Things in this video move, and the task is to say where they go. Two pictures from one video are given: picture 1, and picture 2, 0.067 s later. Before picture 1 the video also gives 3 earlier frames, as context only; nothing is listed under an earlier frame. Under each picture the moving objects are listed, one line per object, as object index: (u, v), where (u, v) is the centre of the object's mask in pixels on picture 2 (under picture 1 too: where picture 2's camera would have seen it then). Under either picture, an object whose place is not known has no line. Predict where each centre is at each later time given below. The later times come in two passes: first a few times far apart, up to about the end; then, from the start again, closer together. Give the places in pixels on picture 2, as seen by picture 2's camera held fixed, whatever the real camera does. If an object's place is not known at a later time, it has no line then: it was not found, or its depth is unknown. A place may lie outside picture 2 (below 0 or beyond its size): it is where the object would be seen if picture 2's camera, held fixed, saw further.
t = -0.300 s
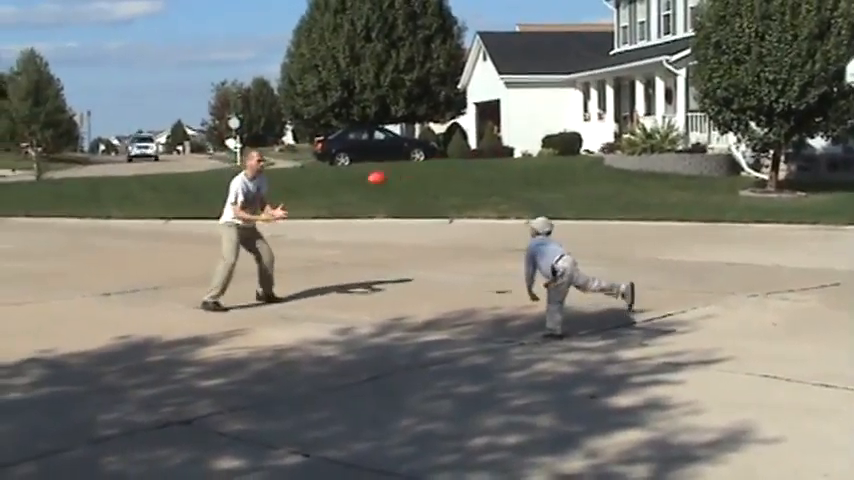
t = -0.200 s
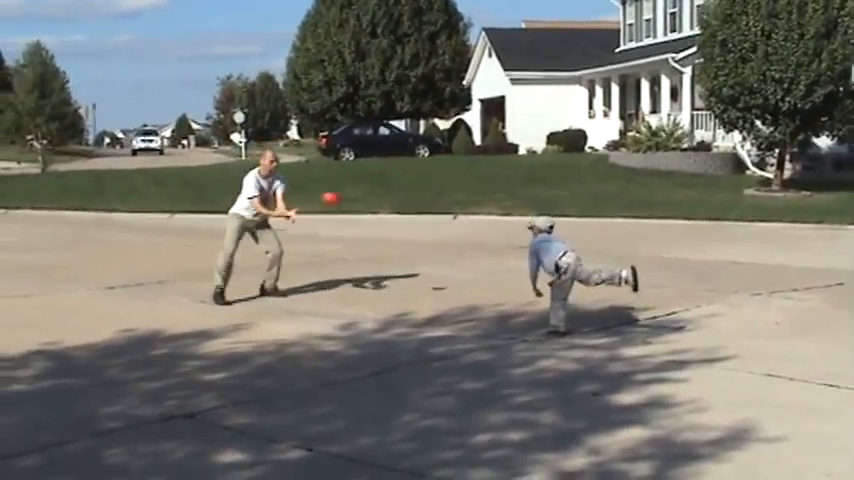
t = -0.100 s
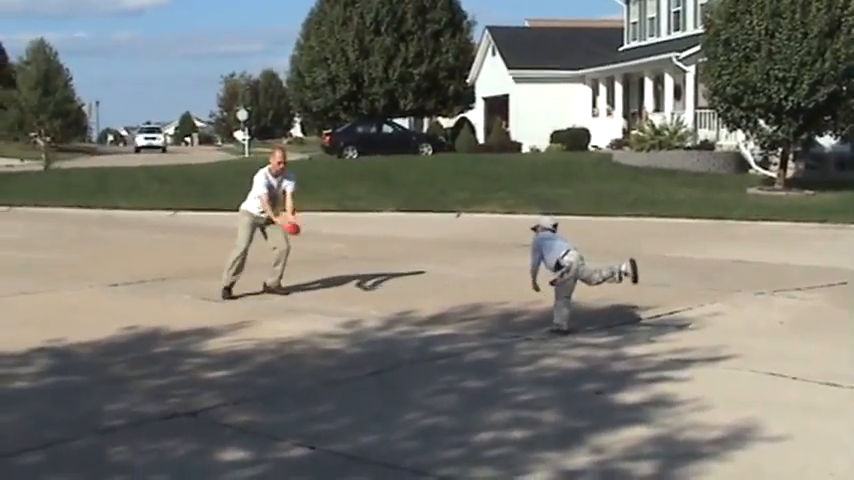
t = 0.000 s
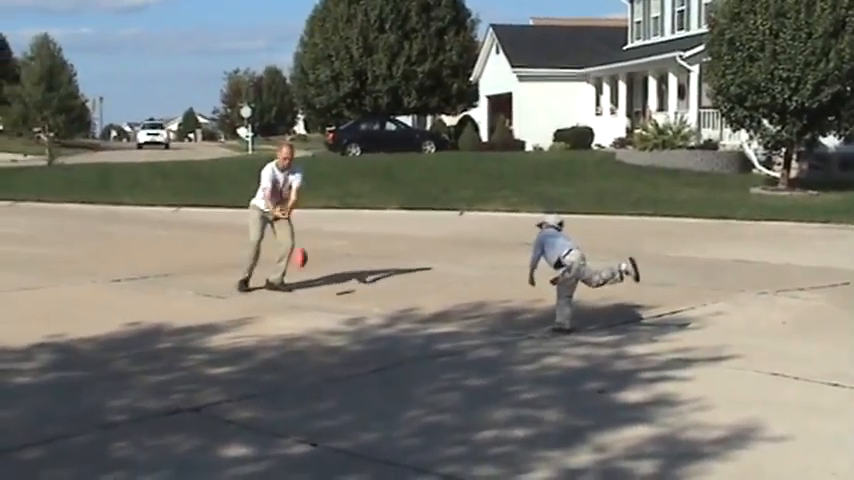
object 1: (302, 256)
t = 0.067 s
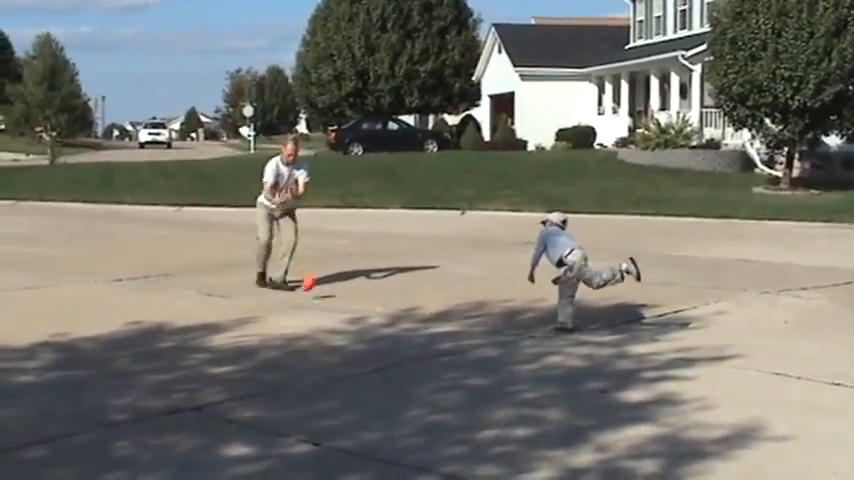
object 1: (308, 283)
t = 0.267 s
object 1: (339, 270)
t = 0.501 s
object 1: (380, 283)
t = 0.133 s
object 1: (316, 287)
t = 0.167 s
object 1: (322, 281)
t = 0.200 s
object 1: (327, 276)
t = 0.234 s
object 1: (334, 272)
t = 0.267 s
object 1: (339, 270)
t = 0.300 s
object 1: (345, 269)
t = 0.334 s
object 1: (350, 269)
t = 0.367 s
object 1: (356, 269)
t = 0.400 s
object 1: (362, 271)
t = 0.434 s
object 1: (368, 273)
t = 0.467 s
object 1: (374, 277)
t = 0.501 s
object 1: (380, 283)
